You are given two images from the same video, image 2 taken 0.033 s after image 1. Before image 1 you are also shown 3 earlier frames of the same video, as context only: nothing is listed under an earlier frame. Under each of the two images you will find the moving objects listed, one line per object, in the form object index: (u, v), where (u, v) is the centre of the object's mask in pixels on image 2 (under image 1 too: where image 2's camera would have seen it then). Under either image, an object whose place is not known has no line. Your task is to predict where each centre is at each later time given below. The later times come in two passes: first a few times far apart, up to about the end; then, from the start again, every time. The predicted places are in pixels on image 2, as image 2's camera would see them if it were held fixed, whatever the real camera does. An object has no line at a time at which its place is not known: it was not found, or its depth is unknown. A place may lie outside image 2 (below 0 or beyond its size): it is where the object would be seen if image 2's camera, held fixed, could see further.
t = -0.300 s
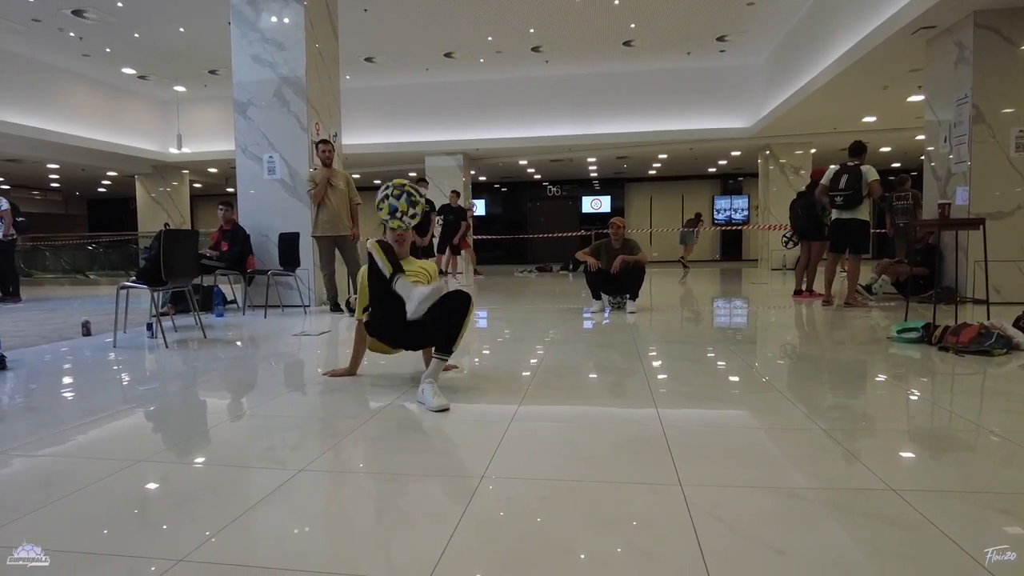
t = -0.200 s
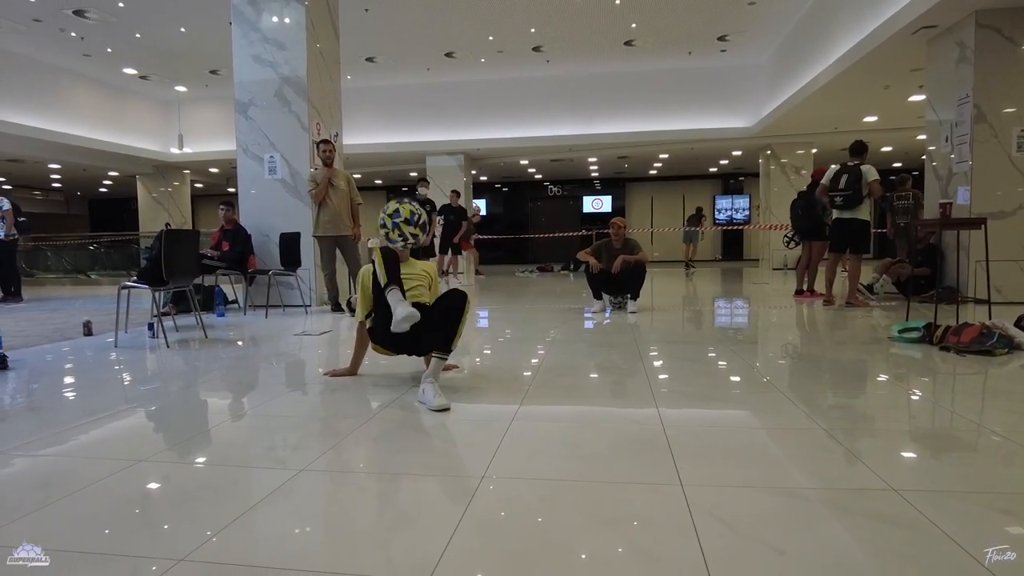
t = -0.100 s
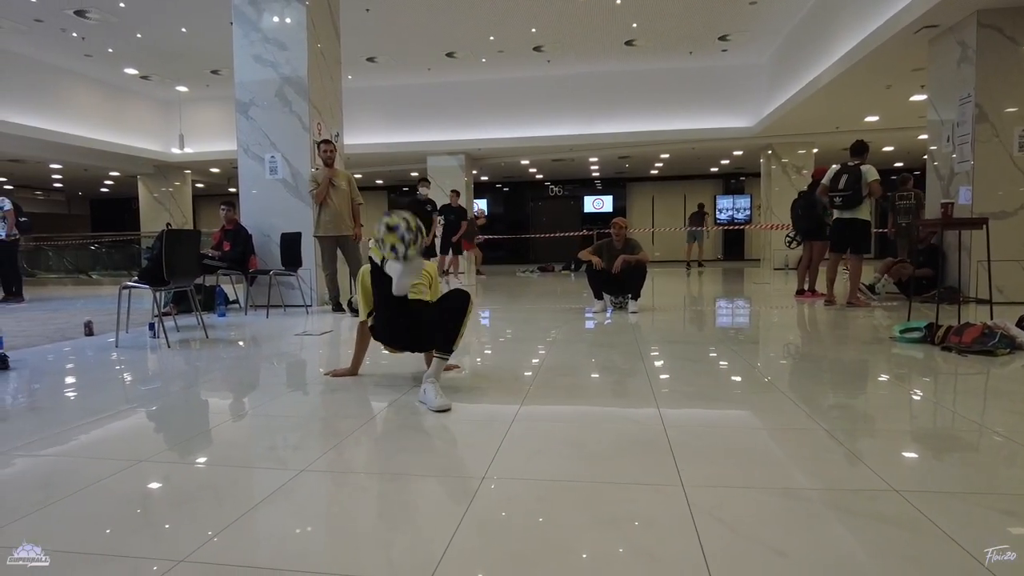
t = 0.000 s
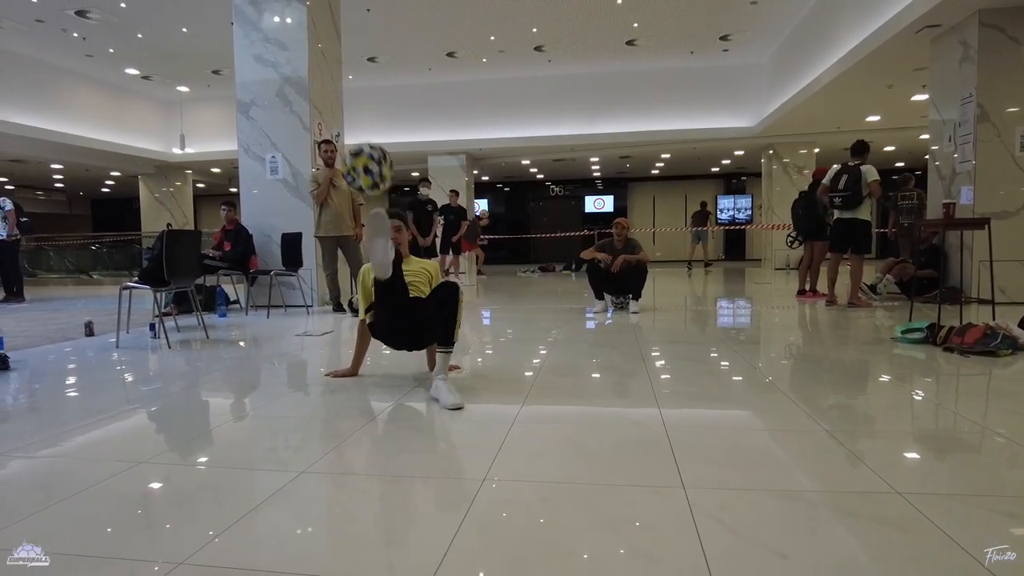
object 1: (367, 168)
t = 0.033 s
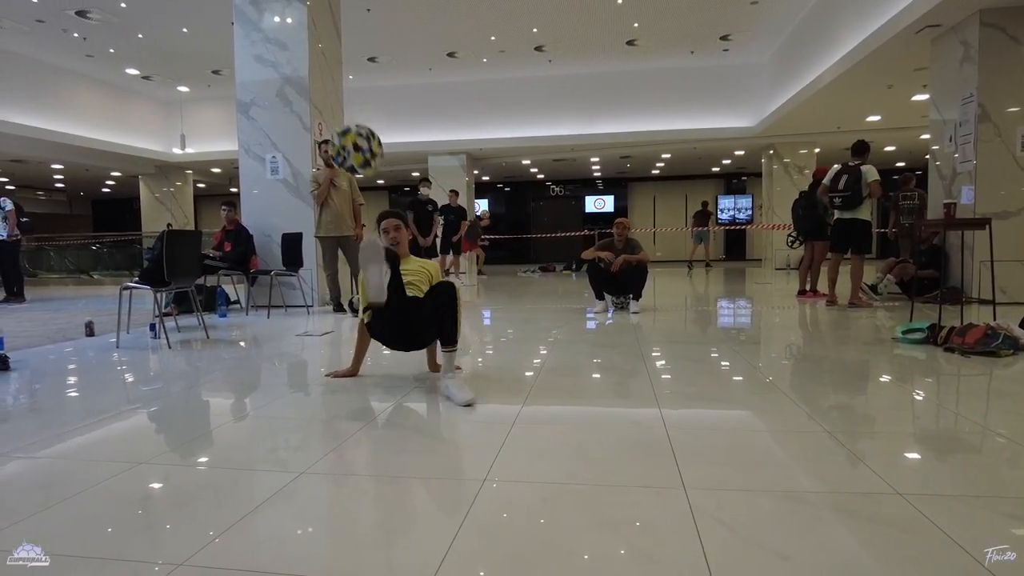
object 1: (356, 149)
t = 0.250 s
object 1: (276, 90)
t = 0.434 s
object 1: (201, 132)
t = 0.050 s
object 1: (350, 141)
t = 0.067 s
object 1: (343, 133)
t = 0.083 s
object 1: (338, 126)
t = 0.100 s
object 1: (332, 120)
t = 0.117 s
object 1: (326, 114)
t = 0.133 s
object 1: (319, 109)
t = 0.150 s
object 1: (313, 104)
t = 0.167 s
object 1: (307, 99)
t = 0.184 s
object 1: (301, 96)
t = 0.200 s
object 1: (294, 94)
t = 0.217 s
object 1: (288, 92)
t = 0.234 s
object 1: (282, 90)
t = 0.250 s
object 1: (276, 90)
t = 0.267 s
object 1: (269, 90)
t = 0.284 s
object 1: (262, 90)
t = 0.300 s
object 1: (256, 92)
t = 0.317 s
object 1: (249, 94)
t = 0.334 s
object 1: (243, 97)
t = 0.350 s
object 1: (236, 101)
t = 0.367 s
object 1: (229, 105)
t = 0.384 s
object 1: (222, 111)
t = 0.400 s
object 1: (215, 117)
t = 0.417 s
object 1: (207, 124)
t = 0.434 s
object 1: (201, 132)
